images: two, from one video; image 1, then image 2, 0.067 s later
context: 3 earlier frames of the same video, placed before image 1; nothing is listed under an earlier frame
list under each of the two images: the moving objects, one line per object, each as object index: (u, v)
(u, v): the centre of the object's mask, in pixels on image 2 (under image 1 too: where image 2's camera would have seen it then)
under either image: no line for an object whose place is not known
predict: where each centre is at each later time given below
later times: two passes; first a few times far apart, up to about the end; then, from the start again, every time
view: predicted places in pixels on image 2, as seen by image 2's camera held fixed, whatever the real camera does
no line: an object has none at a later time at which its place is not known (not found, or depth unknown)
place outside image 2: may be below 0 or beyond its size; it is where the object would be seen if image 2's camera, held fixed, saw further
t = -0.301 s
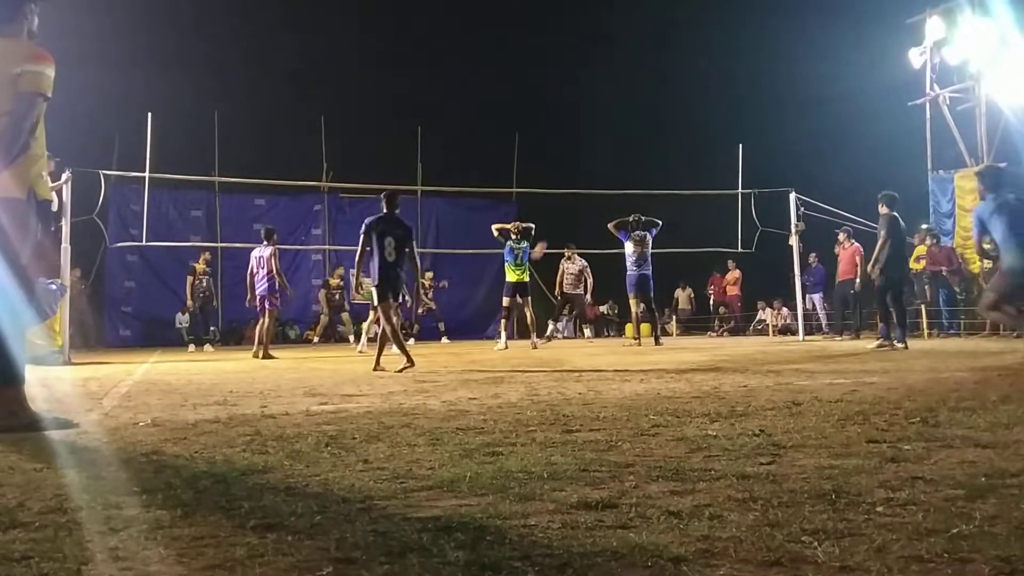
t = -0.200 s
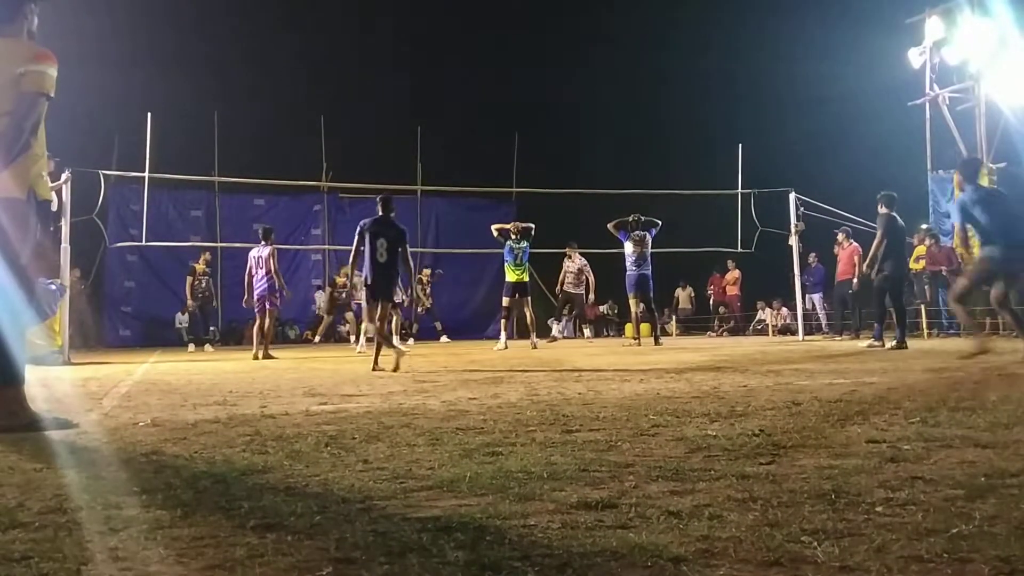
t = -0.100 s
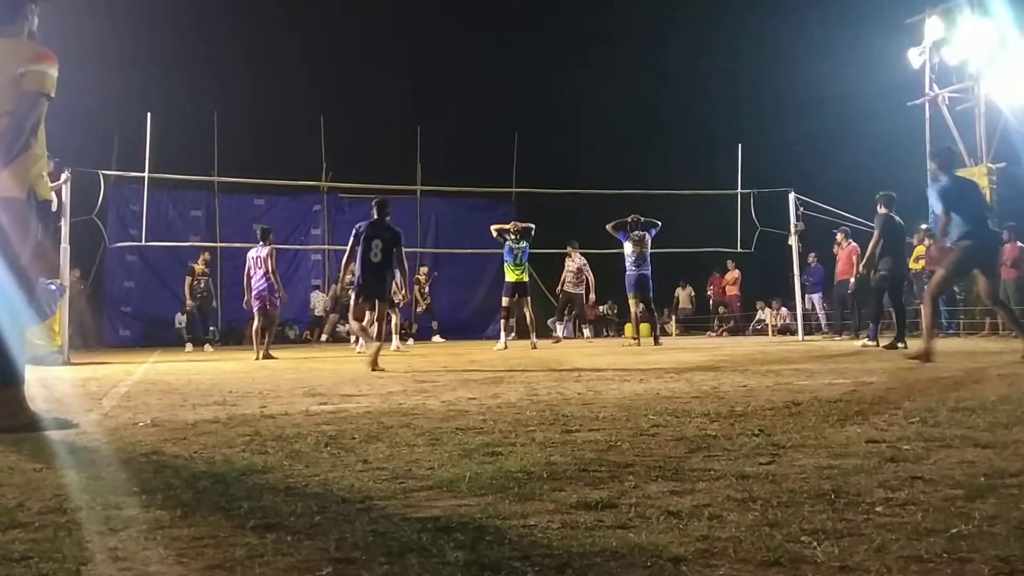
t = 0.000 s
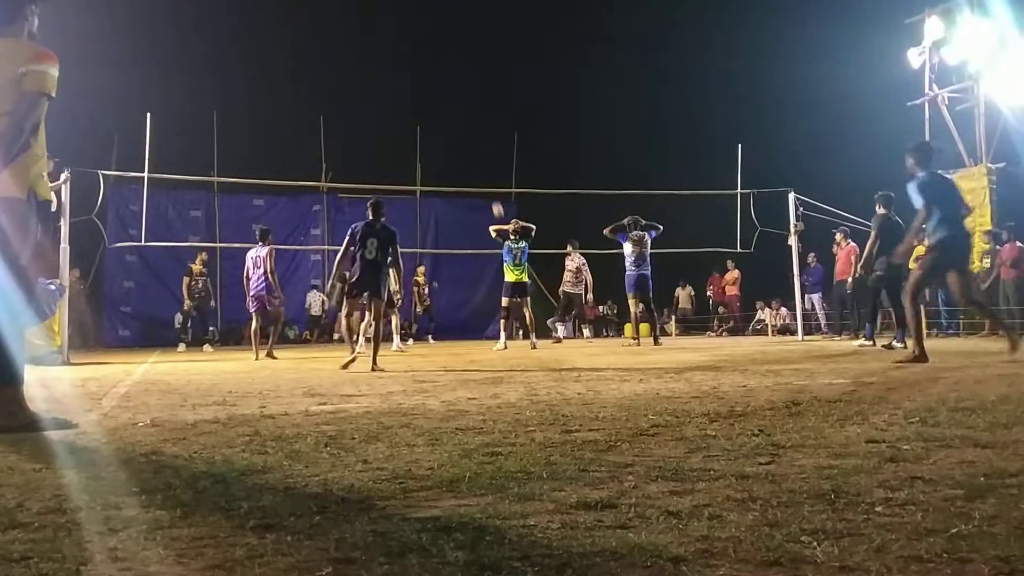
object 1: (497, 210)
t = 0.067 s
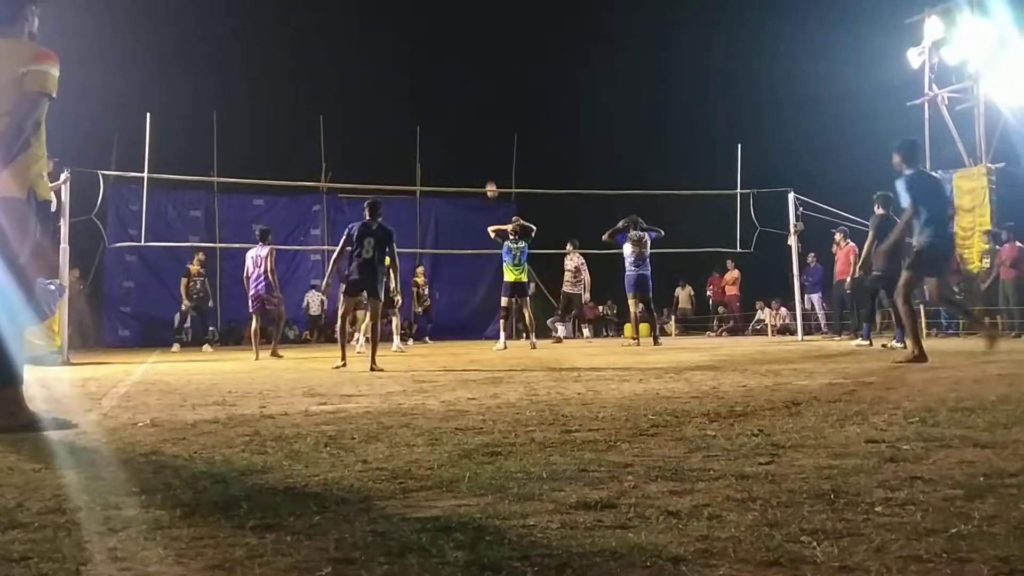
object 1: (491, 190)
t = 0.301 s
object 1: (468, 135)
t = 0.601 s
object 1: (435, 99)
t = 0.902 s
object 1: (399, 110)
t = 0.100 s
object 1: (488, 180)
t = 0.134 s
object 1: (485, 172)
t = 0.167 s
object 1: (482, 163)
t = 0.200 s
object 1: (479, 155)
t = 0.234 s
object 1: (475, 148)
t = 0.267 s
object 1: (471, 141)
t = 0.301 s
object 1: (468, 135)
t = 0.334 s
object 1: (464, 128)
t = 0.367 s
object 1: (459, 121)
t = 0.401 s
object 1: (457, 116)
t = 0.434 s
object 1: (454, 113)
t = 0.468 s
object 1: (450, 109)
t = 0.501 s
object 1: (446, 106)
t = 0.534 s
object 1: (443, 103)
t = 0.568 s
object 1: (439, 101)
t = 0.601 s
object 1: (435, 99)
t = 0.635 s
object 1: (431, 98)
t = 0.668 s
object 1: (427, 97)
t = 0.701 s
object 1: (424, 97)
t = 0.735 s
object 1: (419, 97)
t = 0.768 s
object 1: (415, 99)
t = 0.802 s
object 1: (411, 101)
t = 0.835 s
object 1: (407, 103)
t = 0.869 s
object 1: (404, 106)
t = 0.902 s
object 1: (399, 110)
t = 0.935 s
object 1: (395, 114)
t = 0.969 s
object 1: (391, 120)
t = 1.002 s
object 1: (387, 126)
